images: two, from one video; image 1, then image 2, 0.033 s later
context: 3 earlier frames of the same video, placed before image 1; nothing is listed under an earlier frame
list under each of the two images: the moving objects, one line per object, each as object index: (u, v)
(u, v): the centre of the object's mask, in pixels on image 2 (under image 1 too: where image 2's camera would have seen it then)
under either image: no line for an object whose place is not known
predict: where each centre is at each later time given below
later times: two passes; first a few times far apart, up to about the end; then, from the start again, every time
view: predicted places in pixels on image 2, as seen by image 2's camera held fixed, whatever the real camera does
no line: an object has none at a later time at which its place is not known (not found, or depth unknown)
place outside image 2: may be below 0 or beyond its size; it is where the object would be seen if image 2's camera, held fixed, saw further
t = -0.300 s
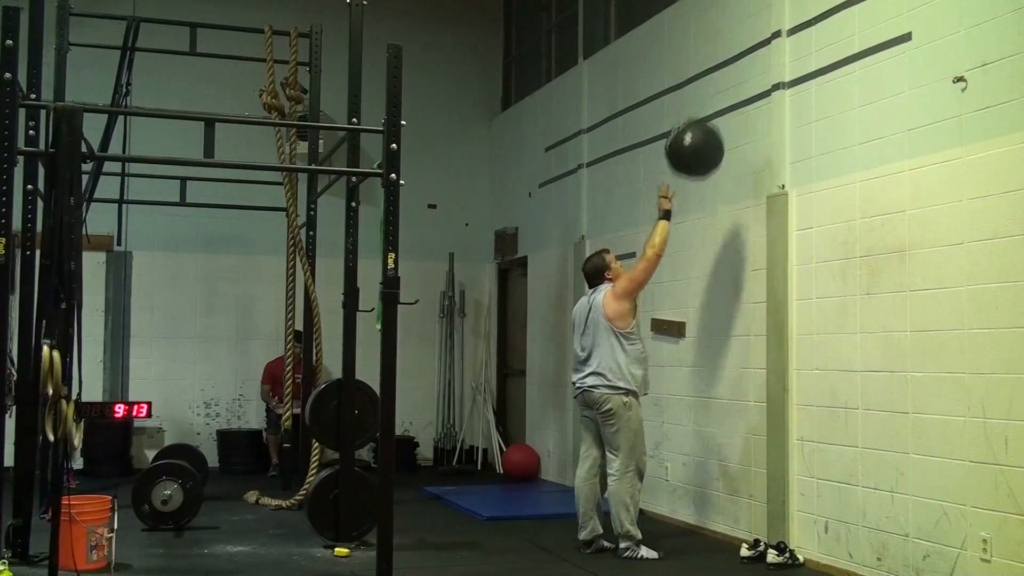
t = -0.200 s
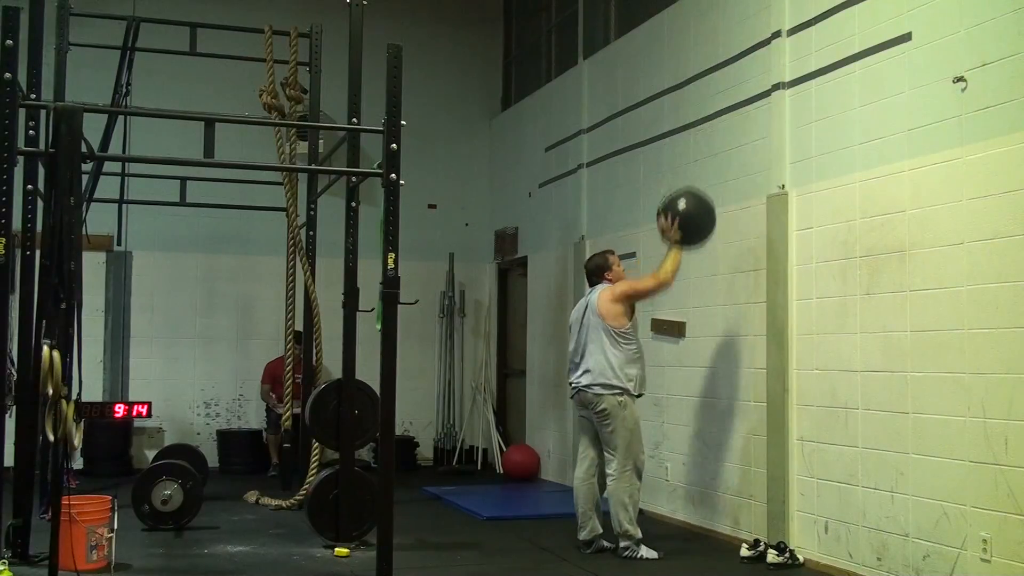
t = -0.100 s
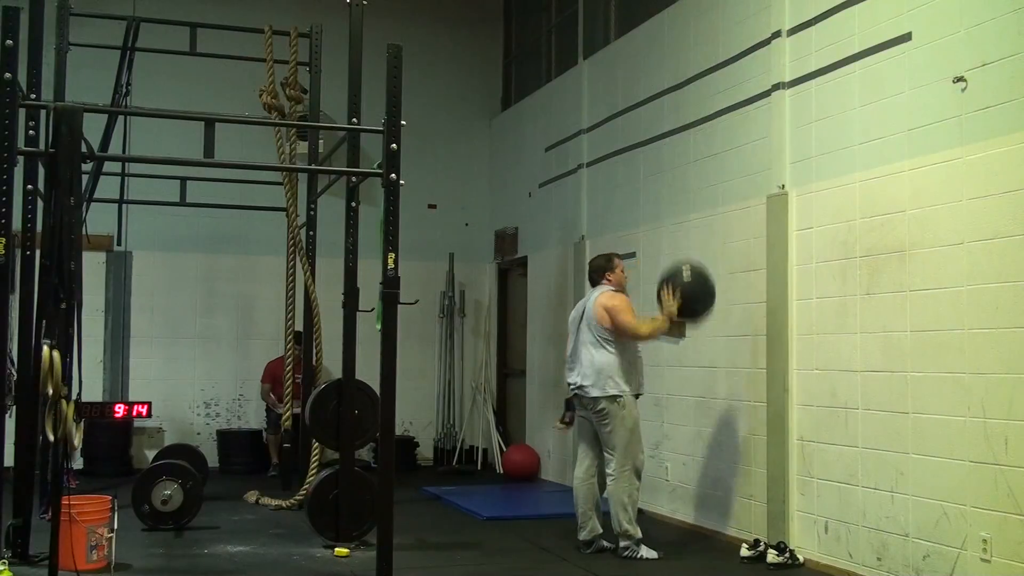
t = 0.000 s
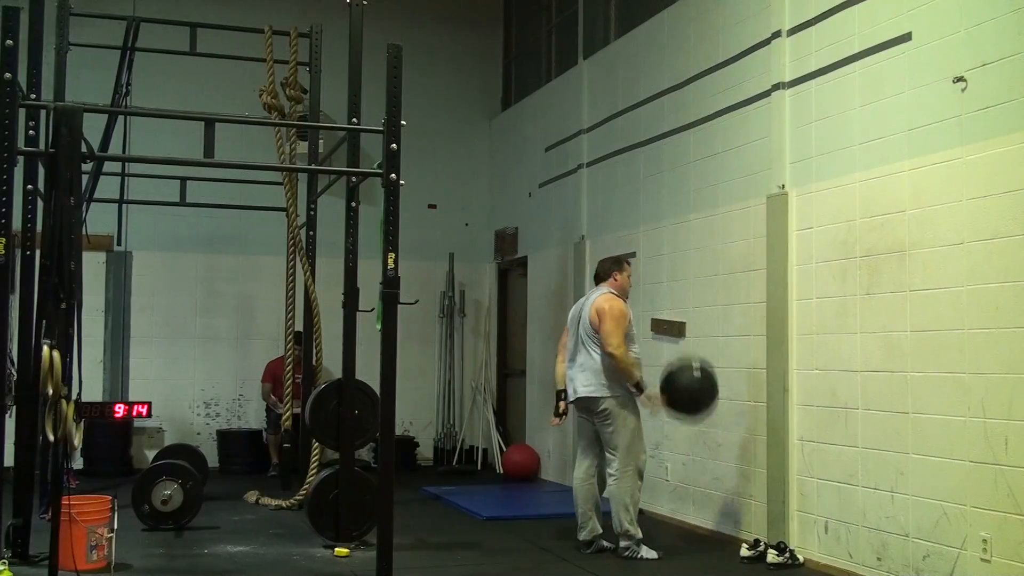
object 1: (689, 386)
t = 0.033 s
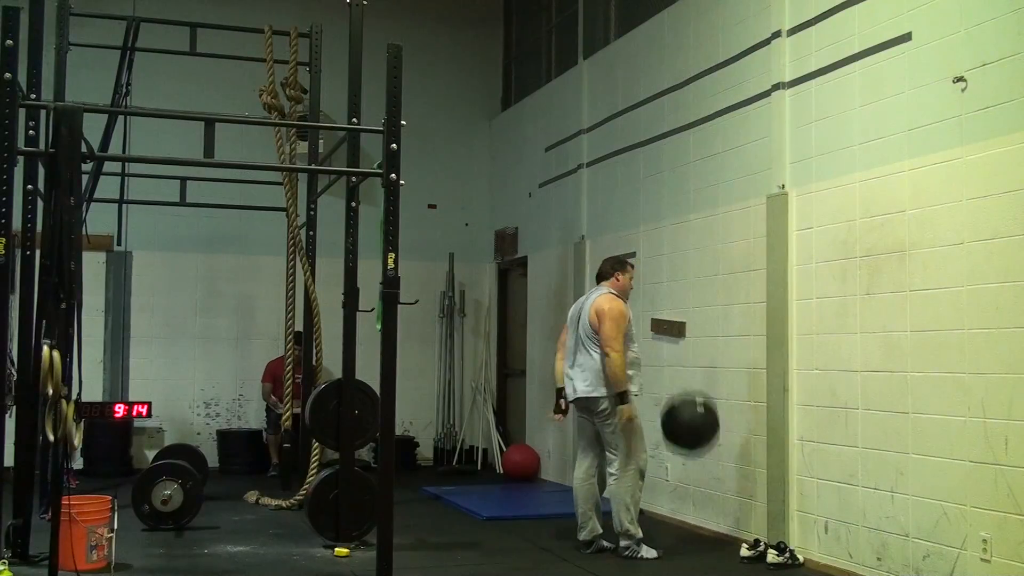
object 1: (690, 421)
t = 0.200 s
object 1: (695, 498)
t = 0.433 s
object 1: (698, 430)
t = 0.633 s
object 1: (701, 440)
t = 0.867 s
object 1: (705, 520)
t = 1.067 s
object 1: (710, 493)
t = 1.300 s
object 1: (703, 515)
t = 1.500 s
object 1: (698, 517)
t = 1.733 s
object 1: (692, 518)
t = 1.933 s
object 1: (690, 519)
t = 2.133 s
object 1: (690, 519)
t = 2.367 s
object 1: (691, 519)
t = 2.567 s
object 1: (691, 519)
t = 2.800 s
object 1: (691, 519)
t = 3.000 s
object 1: (691, 519)
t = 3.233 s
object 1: (691, 519)
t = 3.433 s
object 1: (691, 519)
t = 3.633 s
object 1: (691, 519)
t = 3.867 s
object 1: (691, 519)
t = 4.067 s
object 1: (691, 519)
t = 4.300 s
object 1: (692, 519)
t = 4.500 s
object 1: (691, 519)
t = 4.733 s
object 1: (691, 519)
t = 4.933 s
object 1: (692, 519)
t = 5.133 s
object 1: (691, 519)
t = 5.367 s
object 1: (692, 519)
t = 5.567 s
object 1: (691, 519)
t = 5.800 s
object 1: (692, 519)
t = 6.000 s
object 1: (692, 519)
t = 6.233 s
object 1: (691, 519)
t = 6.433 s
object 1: (691, 519)
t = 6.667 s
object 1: (692, 519)
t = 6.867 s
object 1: (692, 519)
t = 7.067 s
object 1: (692, 519)
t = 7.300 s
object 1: (692, 519)
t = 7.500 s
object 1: (692, 519)
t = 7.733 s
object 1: (692, 519)
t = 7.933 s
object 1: (692, 519)
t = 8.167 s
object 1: (692, 519)
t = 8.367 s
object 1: (692, 519)
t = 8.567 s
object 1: (692, 519)
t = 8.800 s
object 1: (692, 519)
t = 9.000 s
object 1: (692, 519)
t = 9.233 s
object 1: (692, 519)
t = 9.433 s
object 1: (692, 519)
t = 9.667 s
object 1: (692, 519)
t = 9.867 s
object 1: (692, 519)
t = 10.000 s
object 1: (692, 519)
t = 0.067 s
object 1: (691, 457)
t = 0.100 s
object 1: (693, 494)
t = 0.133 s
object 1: (694, 530)
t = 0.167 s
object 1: (695, 517)
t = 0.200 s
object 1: (695, 498)
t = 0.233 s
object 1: (696, 483)
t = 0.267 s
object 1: (696, 470)
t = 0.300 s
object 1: (697, 458)
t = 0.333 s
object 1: (697, 449)
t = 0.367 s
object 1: (697, 441)
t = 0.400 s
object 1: (698, 434)
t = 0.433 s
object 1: (698, 430)
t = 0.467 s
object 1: (699, 427)
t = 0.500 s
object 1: (699, 426)
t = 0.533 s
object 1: (700, 427)
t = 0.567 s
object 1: (700, 429)
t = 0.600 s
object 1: (701, 433)
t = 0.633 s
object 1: (701, 440)
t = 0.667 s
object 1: (702, 447)
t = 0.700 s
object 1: (702, 456)
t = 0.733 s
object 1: (703, 467)
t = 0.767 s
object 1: (703, 480)
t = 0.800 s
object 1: (703, 495)
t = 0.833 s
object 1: (704, 513)
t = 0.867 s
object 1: (705, 520)
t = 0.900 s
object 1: (709, 515)
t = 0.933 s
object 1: (711, 507)
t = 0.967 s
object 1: (712, 500)
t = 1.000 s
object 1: (712, 496)
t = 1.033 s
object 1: (711, 494)
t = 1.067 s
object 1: (710, 493)
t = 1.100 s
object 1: (709, 494)
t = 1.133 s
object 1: (707, 497)
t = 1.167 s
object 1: (706, 502)
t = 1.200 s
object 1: (705, 508)
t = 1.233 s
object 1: (704, 516)
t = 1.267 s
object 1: (703, 517)
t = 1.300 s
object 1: (703, 515)
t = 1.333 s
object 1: (702, 511)
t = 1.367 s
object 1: (701, 511)
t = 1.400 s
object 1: (700, 512)
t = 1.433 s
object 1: (699, 515)
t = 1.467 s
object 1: (698, 518)
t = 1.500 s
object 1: (698, 517)
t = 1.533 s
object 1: (697, 516)
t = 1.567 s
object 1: (696, 516)
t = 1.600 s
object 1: (695, 517)
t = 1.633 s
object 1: (694, 518)
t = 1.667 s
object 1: (694, 518)
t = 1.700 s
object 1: (693, 518)
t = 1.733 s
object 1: (692, 518)
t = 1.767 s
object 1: (692, 518)
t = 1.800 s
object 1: (691, 518)
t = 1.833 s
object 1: (691, 519)
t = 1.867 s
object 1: (691, 519)
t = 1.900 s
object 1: (690, 519)
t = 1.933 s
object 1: (690, 519)
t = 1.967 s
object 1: (690, 519)
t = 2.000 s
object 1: (690, 519)
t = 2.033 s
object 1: (690, 519)
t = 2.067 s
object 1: (690, 519)
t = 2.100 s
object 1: (690, 519)
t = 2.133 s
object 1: (690, 519)
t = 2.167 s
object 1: (691, 519)
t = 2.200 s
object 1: (691, 519)
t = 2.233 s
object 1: (691, 519)
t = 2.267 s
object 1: (691, 519)
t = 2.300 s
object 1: (691, 519)
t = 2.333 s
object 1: (691, 519)
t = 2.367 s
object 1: (691, 519)
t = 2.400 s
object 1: (691, 519)
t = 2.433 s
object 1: (691, 519)
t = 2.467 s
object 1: (692, 519)
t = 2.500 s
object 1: (691, 519)
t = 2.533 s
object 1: (691, 519)
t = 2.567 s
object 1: (691, 519)
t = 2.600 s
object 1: (691, 519)
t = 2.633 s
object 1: (691, 519)
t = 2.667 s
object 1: (691, 519)
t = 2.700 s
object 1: (691, 519)
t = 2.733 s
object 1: (691, 519)
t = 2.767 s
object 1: (691, 519)
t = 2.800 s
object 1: (691, 519)
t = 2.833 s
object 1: (691, 519)
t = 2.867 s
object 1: (691, 519)
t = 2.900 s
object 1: (691, 519)
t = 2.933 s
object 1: (691, 519)
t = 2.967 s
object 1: (691, 519)
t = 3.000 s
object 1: (691, 519)
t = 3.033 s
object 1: (691, 519)
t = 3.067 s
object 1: (691, 519)
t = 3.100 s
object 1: (692, 519)
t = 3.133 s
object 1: (691, 519)
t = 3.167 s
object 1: (691, 519)
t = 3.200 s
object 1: (691, 519)
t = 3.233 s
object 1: (691, 519)
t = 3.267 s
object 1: (691, 519)
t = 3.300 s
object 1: (691, 519)
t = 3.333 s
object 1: (691, 519)
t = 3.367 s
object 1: (691, 519)
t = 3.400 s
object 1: (691, 519)
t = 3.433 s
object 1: (691, 519)
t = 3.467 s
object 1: (691, 519)
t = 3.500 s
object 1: (691, 519)
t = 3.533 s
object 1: (691, 519)
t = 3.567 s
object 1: (691, 519)
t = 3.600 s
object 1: (691, 519)
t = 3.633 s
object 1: (691, 519)
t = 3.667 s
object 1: (691, 519)
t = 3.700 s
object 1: (691, 519)
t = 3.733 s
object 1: (691, 519)
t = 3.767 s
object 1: (691, 519)
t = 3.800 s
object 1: (691, 519)
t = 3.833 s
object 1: (691, 519)
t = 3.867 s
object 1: (691, 519)
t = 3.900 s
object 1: (691, 519)
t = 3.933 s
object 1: (691, 519)
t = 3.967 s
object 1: (691, 519)
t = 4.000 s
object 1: (691, 519)
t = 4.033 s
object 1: (691, 519)
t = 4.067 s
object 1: (691, 519)
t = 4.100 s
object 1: (692, 519)
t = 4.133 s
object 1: (691, 519)
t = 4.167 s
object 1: (692, 519)
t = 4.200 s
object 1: (691, 519)
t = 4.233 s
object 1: (691, 519)
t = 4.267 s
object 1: (692, 519)
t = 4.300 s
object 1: (692, 519)
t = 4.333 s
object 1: (692, 519)
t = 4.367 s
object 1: (691, 519)
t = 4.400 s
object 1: (691, 519)
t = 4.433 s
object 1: (691, 519)
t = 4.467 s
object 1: (691, 519)
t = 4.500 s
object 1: (691, 519)
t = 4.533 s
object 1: (692, 519)
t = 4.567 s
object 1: (691, 519)
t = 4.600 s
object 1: (691, 519)
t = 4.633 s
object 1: (691, 519)
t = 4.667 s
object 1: (691, 519)
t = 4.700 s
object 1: (691, 519)
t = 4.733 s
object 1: (691, 519)
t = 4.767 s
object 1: (691, 519)
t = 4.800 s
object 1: (691, 519)
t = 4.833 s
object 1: (691, 519)
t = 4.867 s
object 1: (692, 519)
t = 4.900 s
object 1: (691, 519)
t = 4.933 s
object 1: (692, 519)
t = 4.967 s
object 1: (692, 519)
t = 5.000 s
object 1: (692, 519)
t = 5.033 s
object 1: (691, 519)
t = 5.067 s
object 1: (691, 519)
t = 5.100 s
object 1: (691, 519)
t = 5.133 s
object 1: (691, 519)
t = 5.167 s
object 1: (691, 519)
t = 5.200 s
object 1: (691, 519)
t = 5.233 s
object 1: (692, 519)
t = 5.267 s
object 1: (691, 519)
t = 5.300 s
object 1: (691, 519)
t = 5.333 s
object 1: (692, 519)
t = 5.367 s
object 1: (692, 519)
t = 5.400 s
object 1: (692, 519)
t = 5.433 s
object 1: (692, 519)
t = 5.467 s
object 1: (691, 519)
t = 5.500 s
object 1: (691, 519)
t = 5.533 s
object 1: (692, 519)
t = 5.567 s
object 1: (691, 519)
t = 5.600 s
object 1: (691, 519)
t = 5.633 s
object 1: (692, 519)
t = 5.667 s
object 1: (692, 519)
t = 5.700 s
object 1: (692, 519)
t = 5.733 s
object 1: (692, 519)
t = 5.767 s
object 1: (692, 519)
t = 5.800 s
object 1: (692, 519)
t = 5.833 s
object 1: (692, 519)
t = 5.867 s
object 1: (692, 519)
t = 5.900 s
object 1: (692, 519)
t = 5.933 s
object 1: (692, 520)
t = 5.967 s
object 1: (692, 519)
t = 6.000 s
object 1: (692, 519)
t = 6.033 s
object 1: (692, 519)
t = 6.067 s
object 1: (692, 519)
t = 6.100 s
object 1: (692, 519)
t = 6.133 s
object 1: (692, 519)
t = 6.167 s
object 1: (692, 519)
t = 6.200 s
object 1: (691, 519)
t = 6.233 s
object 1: (691, 519)
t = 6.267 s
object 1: (691, 519)
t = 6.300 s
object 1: (692, 519)
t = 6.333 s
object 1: (692, 519)
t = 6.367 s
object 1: (692, 519)
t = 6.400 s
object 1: (691, 519)
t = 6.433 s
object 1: (691, 519)
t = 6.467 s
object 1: (691, 519)
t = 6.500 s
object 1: (691, 519)
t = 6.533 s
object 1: (692, 519)
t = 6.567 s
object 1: (692, 519)
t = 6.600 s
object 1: (692, 519)
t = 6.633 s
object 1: (691, 519)
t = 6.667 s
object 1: (692, 519)
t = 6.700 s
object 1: (692, 519)
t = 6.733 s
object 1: (691, 519)
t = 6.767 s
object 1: (691, 519)
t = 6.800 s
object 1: (691, 519)
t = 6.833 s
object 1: (691, 519)
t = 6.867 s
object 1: (692, 519)
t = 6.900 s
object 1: (691, 519)
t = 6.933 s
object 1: (691, 519)
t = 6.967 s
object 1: (692, 519)
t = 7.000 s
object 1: (691, 519)
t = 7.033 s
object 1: (692, 519)
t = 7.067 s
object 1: (692, 519)
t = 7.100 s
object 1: (692, 519)
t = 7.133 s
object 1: (692, 519)
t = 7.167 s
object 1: (692, 519)
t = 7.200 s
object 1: (692, 519)
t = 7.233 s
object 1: (692, 519)
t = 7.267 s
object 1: (692, 519)
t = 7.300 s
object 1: (692, 519)
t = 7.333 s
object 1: (692, 519)
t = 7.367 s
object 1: (692, 519)
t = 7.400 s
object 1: (692, 519)
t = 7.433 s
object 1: (692, 519)
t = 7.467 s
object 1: (692, 519)
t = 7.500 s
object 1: (692, 519)
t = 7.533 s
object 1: (692, 519)
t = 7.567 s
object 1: (692, 519)
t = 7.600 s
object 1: (692, 519)
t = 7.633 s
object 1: (692, 519)
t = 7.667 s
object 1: (692, 519)
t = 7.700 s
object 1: (692, 519)
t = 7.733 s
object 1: (692, 519)
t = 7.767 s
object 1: (692, 519)
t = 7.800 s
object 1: (692, 519)
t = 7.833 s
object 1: (692, 519)
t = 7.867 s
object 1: (692, 519)
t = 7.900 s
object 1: (692, 519)
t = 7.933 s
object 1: (692, 519)
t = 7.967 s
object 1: (692, 519)
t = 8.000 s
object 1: (692, 519)
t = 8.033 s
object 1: (692, 519)
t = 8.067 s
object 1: (692, 519)
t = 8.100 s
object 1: (692, 519)
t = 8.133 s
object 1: (692, 519)
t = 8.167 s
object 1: (692, 519)
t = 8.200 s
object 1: (692, 519)
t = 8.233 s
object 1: (692, 519)
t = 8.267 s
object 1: (692, 519)
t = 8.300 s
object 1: (692, 519)
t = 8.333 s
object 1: (692, 519)
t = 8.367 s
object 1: (692, 519)
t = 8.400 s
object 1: (692, 519)
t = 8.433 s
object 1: (692, 519)
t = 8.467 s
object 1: (692, 519)
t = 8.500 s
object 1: (692, 519)
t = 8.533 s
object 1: (692, 519)
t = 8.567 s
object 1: (692, 519)
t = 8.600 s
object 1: (692, 519)
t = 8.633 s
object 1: (692, 519)
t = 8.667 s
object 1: (692, 519)
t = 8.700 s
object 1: (692, 519)
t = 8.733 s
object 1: (692, 519)
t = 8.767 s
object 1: (692, 519)
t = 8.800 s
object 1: (692, 519)
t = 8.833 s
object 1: (692, 519)
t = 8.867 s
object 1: (692, 519)
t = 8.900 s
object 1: (692, 519)
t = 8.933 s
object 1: (692, 519)
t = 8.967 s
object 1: (692, 519)
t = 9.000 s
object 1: (692, 519)
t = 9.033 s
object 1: (692, 519)
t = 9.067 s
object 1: (692, 519)
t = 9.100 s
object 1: (692, 519)
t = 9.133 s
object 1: (692, 519)
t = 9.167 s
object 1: (692, 519)
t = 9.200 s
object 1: (692, 519)
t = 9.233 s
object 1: (692, 519)
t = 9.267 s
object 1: (692, 519)
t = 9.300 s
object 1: (692, 519)
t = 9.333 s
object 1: (692, 519)
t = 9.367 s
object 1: (692, 519)
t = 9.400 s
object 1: (692, 519)
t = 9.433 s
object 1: (692, 519)
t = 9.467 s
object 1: (692, 519)
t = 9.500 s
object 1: (692, 519)
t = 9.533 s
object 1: (692, 519)
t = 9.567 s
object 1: (692, 519)
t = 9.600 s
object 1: (692, 519)
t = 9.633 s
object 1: (692, 519)
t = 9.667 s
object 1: (692, 519)
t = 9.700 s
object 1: (692, 519)
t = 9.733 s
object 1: (692, 519)
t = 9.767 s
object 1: (692, 519)
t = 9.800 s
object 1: (692, 519)
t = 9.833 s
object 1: (692, 519)
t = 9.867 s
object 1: (692, 519)
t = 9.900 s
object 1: (692, 519)
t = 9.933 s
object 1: (692, 519)
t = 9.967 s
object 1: (692, 519)
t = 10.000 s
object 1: (692, 519)
